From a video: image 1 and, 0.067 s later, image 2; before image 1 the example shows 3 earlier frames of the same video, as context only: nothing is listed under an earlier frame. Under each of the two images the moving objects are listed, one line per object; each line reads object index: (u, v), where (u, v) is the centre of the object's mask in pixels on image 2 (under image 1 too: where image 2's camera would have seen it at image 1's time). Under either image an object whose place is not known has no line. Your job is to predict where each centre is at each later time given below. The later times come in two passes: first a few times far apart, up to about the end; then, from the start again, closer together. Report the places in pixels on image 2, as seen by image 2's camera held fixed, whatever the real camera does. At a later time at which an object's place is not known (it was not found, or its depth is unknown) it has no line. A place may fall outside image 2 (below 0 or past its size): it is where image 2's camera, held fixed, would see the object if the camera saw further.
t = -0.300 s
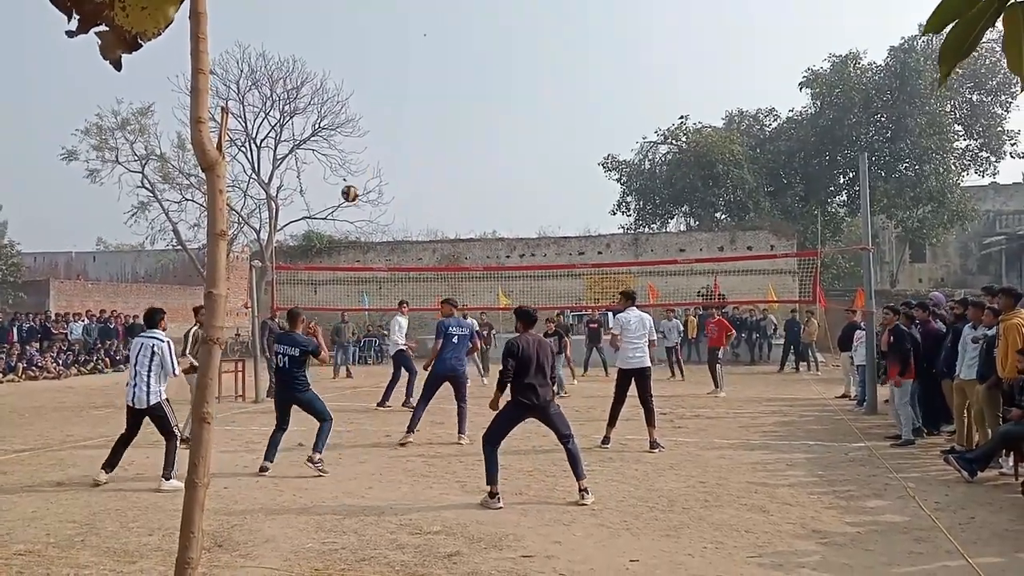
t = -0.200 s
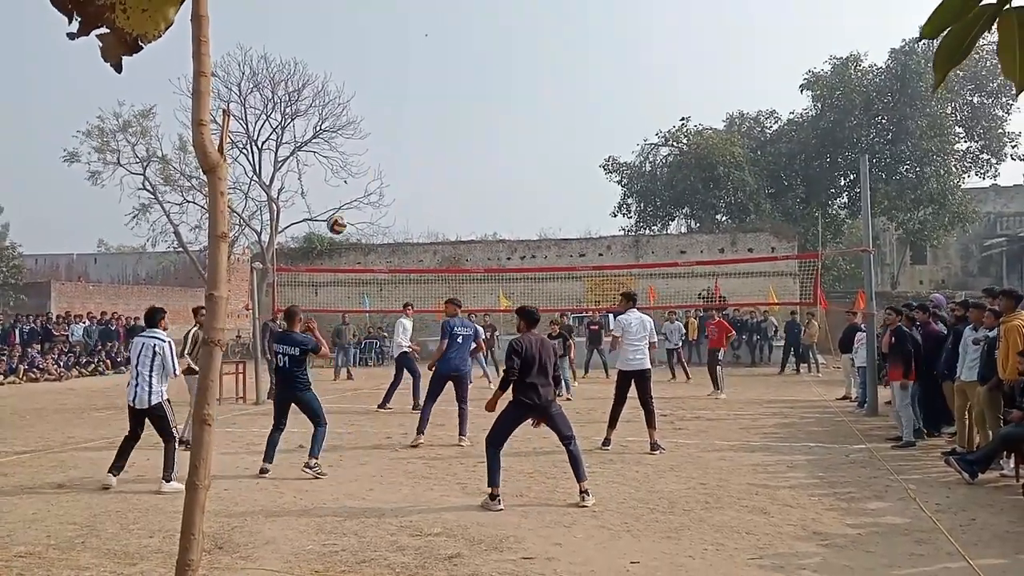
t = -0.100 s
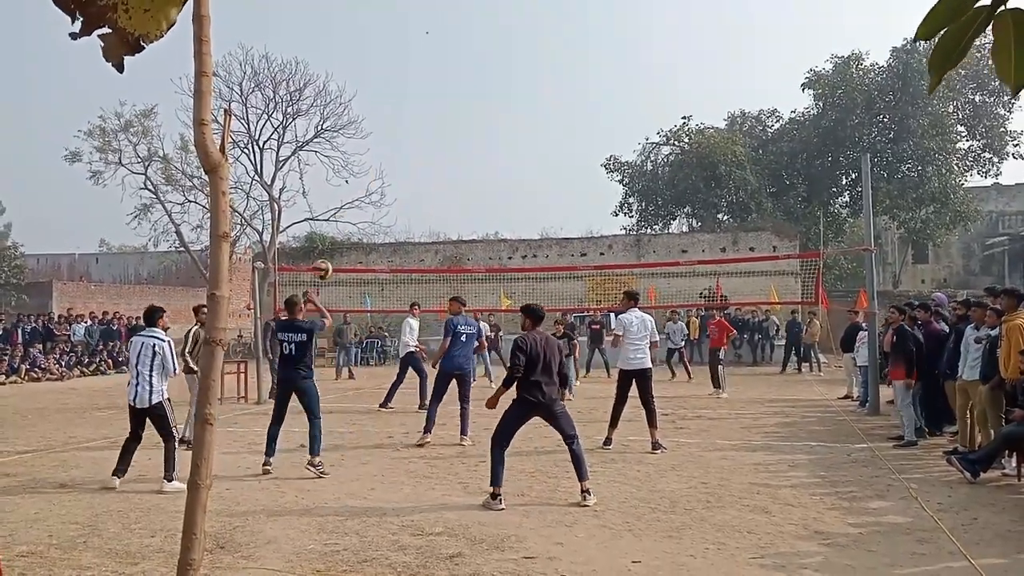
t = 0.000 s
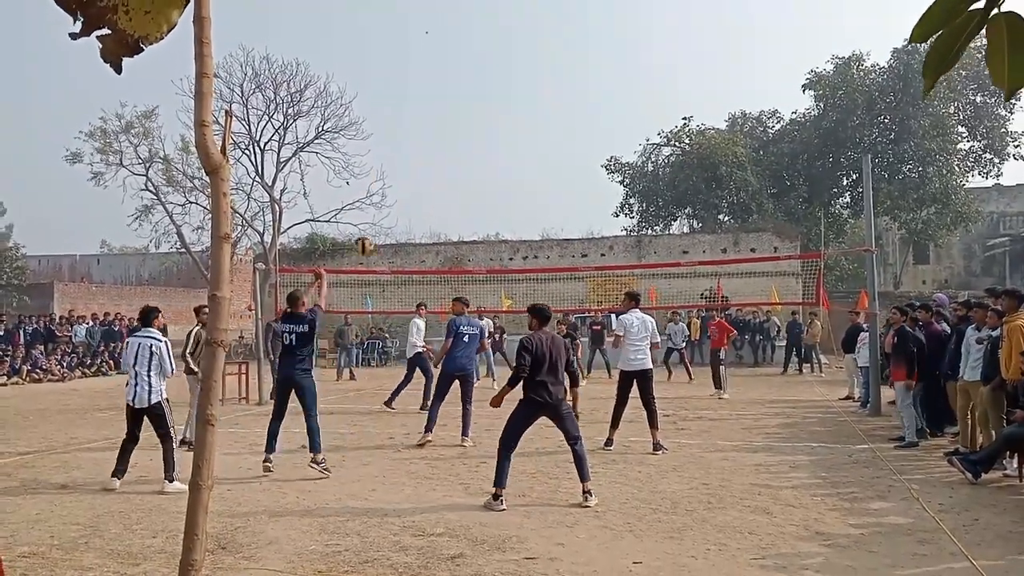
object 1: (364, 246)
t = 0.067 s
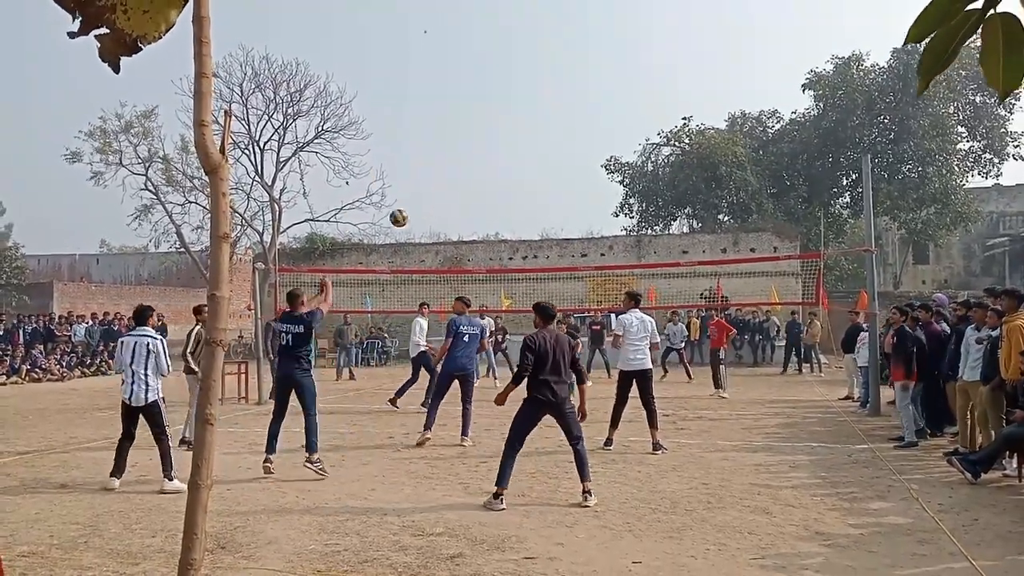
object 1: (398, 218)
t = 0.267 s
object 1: (483, 177)
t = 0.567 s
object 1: (572, 184)
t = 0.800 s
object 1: (622, 222)
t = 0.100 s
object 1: (415, 208)
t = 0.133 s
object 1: (430, 199)
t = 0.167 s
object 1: (444, 192)
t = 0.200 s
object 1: (458, 185)
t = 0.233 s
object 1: (471, 180)
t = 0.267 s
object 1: (483, 177)
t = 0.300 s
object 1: (495, 175)
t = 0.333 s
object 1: (506, 173)
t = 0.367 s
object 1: (517, 172)
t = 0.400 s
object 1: (527, 172)
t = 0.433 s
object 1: (537, 173)
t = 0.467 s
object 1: (546, 175)
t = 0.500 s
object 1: (555, 177)
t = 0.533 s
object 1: (564, 180)
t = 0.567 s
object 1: (572, 184)
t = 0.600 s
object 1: (580, 188)
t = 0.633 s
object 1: (588, 192)
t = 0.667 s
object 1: (595, 198)
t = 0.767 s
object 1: (617, 215)
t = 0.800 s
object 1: (622, 222)
